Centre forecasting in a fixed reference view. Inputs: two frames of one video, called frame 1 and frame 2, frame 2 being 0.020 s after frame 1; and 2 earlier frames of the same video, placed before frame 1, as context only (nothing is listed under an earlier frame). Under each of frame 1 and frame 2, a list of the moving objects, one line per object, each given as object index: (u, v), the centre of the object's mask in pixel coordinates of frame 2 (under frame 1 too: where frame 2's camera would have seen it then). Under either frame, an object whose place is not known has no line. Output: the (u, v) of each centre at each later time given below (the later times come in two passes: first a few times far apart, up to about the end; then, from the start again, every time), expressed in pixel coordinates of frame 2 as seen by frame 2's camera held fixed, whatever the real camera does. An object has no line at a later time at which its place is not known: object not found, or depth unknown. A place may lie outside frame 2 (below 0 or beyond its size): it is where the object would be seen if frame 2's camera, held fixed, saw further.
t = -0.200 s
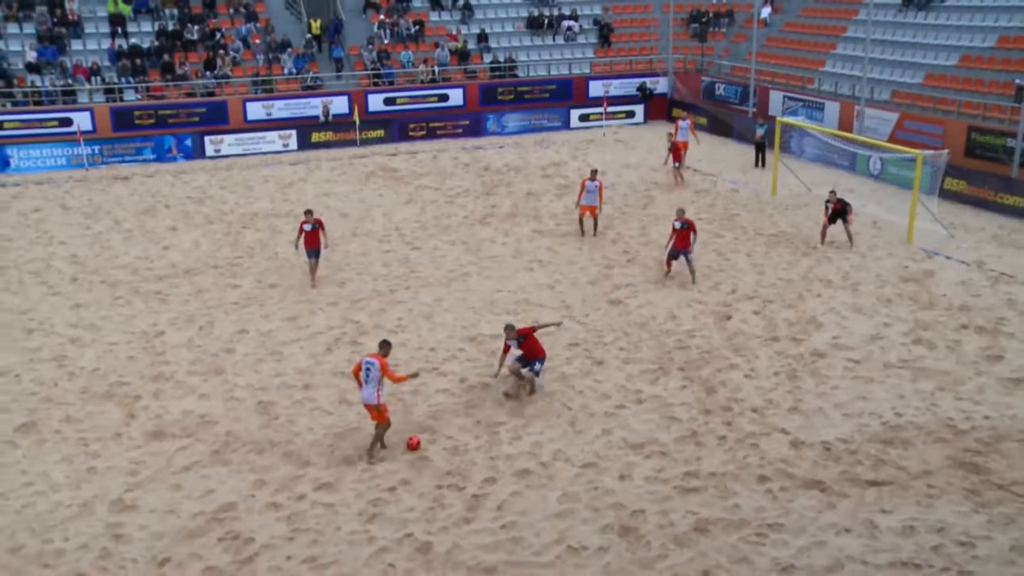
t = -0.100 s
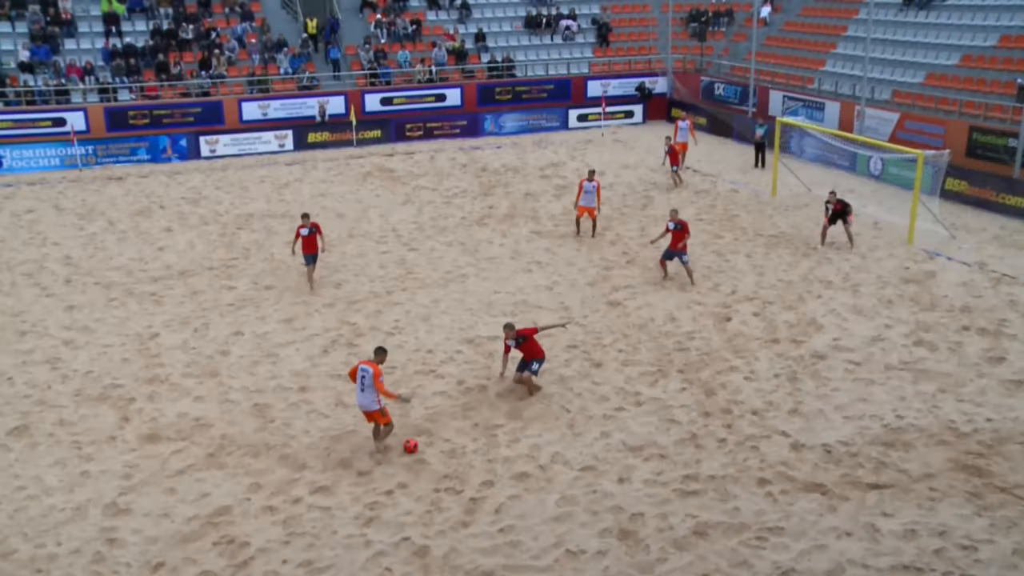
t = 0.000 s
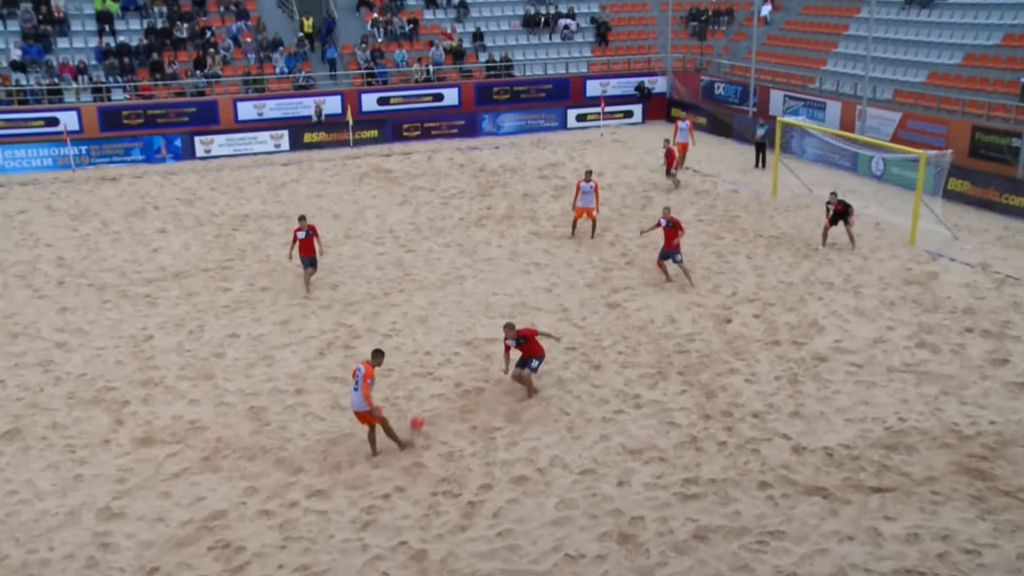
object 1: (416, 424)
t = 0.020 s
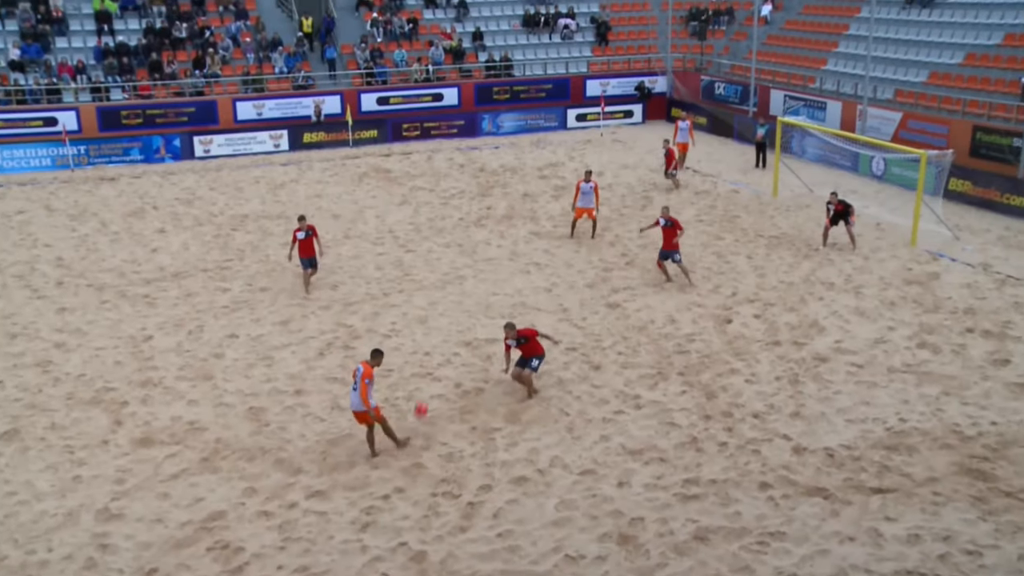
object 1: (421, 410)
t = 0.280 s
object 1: (467, 276)
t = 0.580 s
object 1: (507, 197)
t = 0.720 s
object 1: (521, 180)
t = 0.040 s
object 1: (424, 397)
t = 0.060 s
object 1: (429, 384)
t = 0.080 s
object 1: (433, 372)
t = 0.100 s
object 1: (437, 361)
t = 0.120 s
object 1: (441, 349)
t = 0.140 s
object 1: (444, 339)
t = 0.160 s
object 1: (447, 329)
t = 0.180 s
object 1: (451, 319)
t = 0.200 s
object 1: (454, 310)
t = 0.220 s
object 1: (458, 300)
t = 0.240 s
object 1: (461, 292)
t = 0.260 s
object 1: (464, 284)
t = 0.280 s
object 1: (467, 276)
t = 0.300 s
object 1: (470, 268)
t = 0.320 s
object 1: (473, 261)
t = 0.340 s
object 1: (476, 255)
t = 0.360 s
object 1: (479, 248)
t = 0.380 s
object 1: (482, 242)
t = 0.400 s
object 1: (484, 236)
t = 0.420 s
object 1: (487, 230)
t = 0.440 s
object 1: (490, 225)
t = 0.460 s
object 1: (492, 220)
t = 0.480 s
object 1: (495, 216)
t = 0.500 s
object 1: (497, 211)
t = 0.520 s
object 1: (500, 207)
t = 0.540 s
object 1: (502, 203)
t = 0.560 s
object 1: (504, 200)
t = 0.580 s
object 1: (507, 197)
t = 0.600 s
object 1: (509, 193)
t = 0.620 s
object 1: (511, 190)
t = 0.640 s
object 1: (513, 188)
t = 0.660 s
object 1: (515, 185)
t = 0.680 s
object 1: (517, 183)
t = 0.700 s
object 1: (519, 181)
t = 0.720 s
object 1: (521, 180)
